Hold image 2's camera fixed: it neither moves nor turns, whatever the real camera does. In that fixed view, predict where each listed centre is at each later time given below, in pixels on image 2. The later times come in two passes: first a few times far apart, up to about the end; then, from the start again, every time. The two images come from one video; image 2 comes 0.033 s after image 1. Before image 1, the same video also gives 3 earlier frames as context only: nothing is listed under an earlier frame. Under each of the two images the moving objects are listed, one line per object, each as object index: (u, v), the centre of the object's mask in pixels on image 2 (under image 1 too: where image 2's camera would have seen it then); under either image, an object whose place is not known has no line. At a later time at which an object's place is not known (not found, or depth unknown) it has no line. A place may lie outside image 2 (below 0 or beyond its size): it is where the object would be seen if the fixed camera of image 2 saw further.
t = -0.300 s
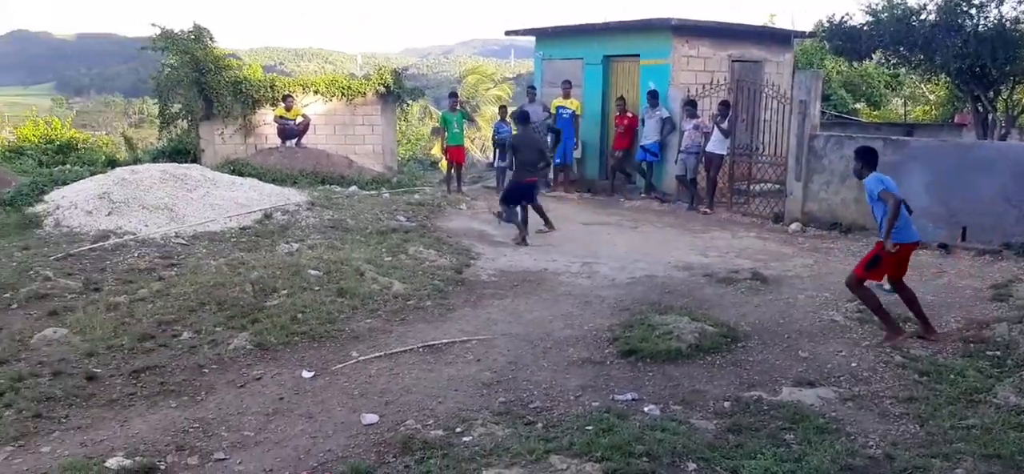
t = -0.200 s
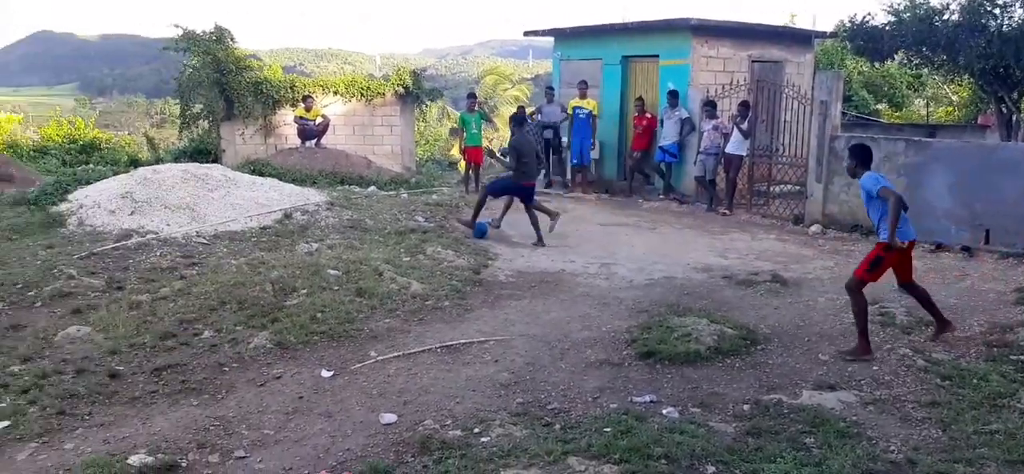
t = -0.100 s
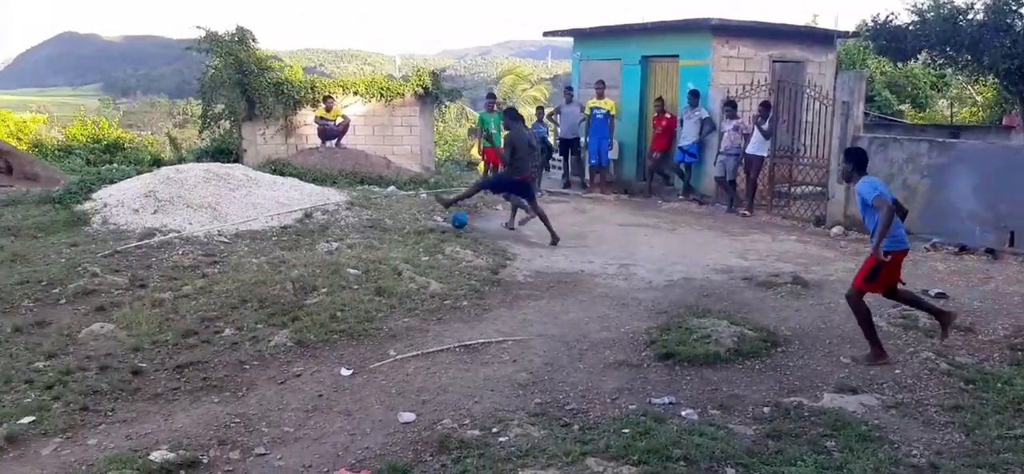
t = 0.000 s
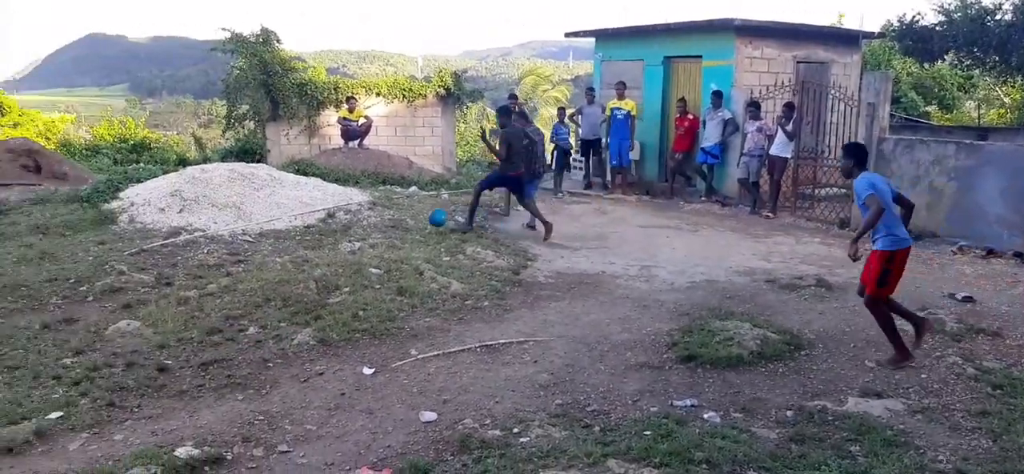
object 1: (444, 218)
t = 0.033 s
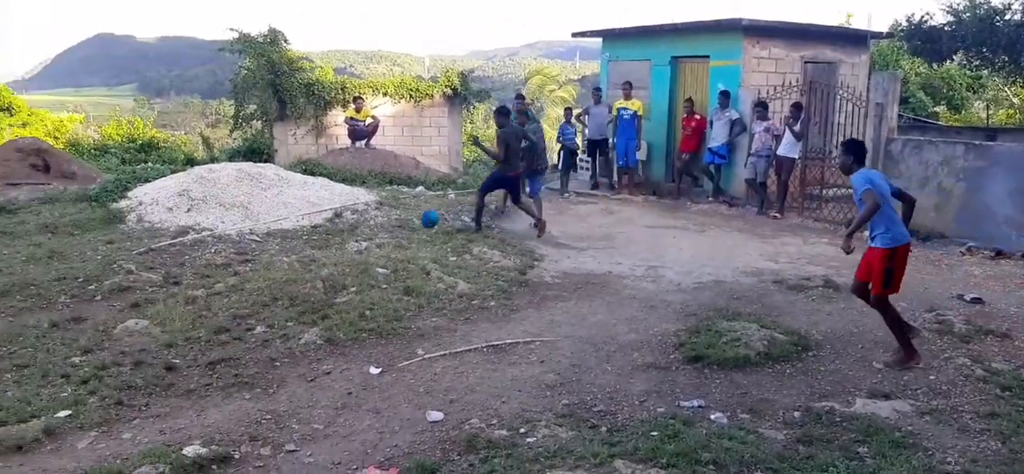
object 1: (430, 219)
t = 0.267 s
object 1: (309, 260)
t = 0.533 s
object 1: (177, 262)
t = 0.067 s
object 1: (414, 221)
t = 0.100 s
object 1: (397, 224)
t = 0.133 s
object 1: (381, 228)
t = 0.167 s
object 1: (364, 234)
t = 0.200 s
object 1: (346, 240)
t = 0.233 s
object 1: (327, 249)
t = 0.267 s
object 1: (309, 260)
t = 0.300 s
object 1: (291, 268)
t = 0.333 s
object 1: (275, 265)
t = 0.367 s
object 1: (261, 261)
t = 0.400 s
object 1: (244, 259)
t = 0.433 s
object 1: (228, 257)
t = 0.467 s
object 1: (211, 258)
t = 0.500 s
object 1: (194, 259)
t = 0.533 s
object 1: (177, 262)
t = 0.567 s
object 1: (159, 266)
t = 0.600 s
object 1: (140, 271)
